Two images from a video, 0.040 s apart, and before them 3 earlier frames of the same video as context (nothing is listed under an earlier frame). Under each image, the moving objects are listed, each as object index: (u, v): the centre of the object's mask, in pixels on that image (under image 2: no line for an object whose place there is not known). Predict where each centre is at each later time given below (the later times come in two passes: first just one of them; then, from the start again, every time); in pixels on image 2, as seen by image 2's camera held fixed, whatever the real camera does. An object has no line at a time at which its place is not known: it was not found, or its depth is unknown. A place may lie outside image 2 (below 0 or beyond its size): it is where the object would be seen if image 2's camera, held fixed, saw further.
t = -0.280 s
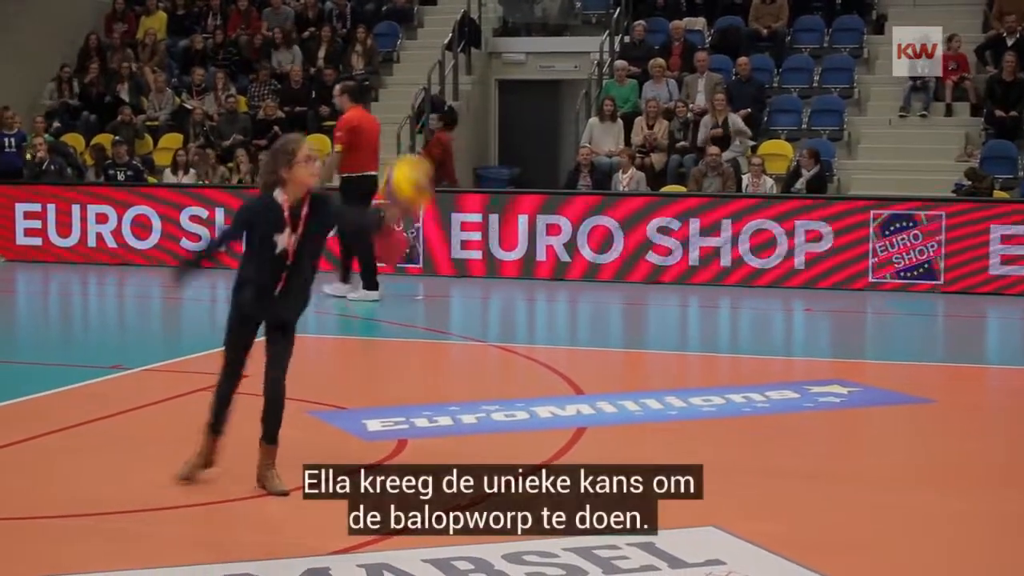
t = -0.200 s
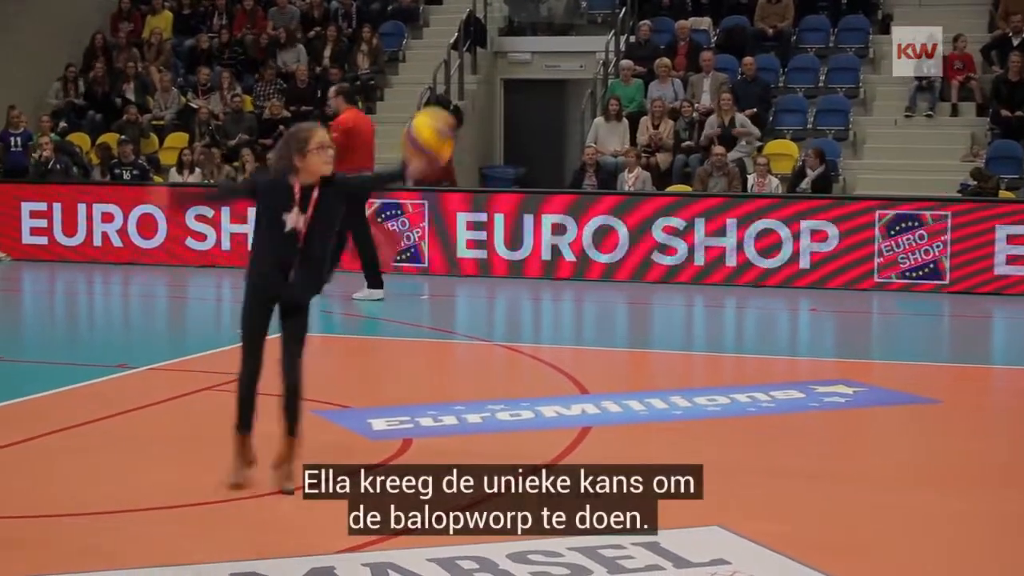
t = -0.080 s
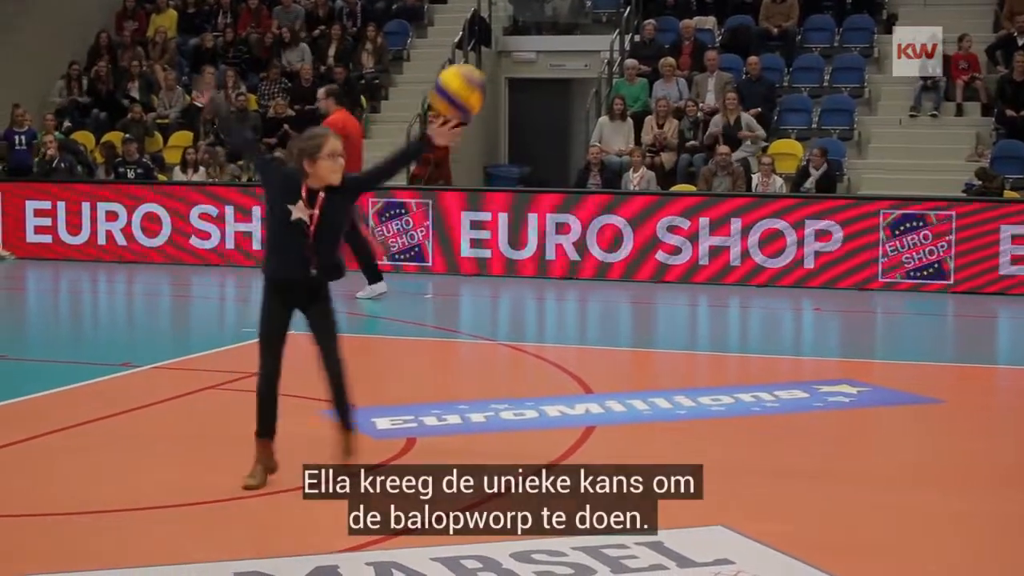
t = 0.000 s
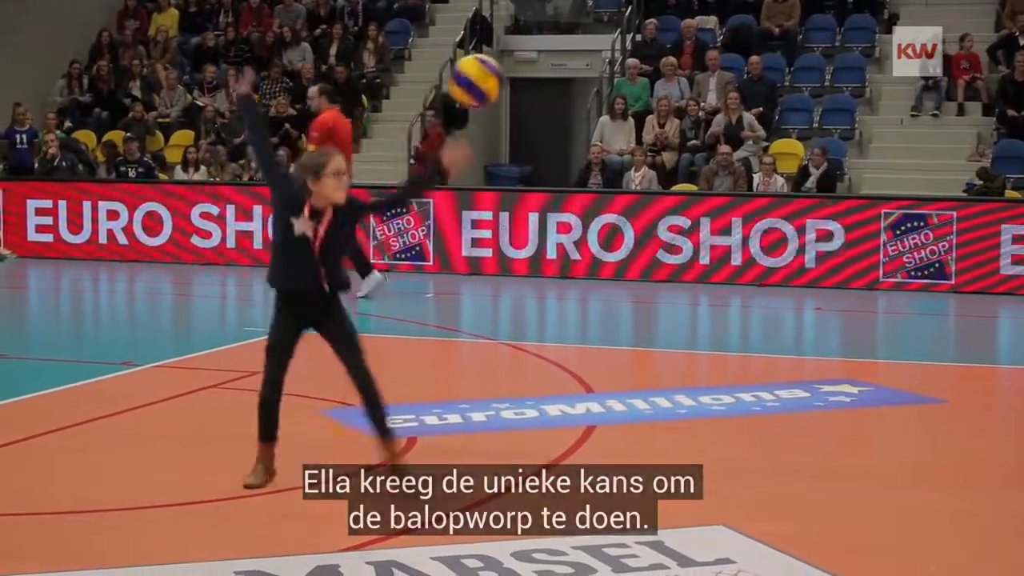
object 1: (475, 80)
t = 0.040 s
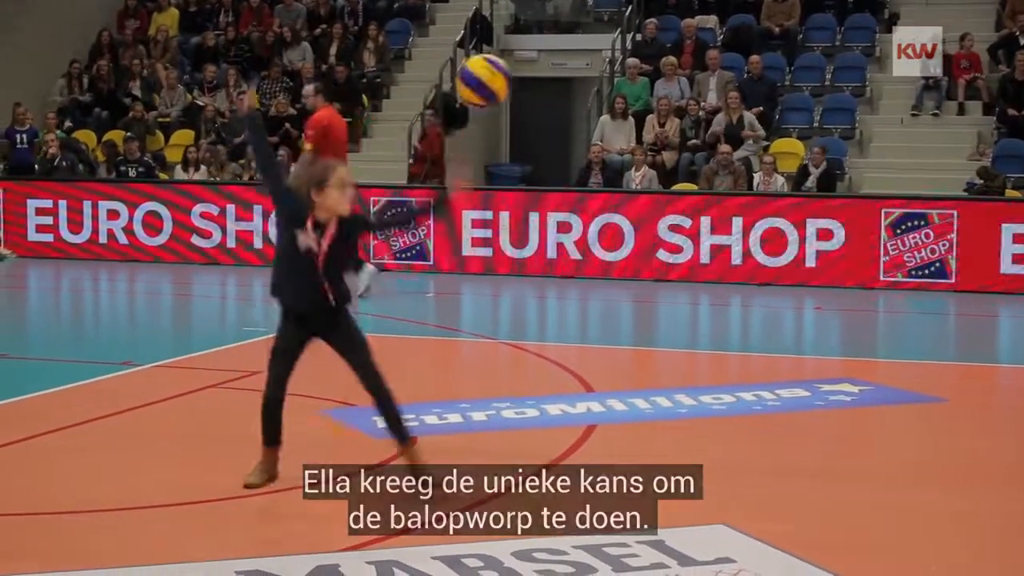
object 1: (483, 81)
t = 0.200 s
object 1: (519, 122)
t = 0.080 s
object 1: (493, 85)
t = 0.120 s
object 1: (502, 94)
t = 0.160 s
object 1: (511, 106)
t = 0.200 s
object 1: (519, 122)
